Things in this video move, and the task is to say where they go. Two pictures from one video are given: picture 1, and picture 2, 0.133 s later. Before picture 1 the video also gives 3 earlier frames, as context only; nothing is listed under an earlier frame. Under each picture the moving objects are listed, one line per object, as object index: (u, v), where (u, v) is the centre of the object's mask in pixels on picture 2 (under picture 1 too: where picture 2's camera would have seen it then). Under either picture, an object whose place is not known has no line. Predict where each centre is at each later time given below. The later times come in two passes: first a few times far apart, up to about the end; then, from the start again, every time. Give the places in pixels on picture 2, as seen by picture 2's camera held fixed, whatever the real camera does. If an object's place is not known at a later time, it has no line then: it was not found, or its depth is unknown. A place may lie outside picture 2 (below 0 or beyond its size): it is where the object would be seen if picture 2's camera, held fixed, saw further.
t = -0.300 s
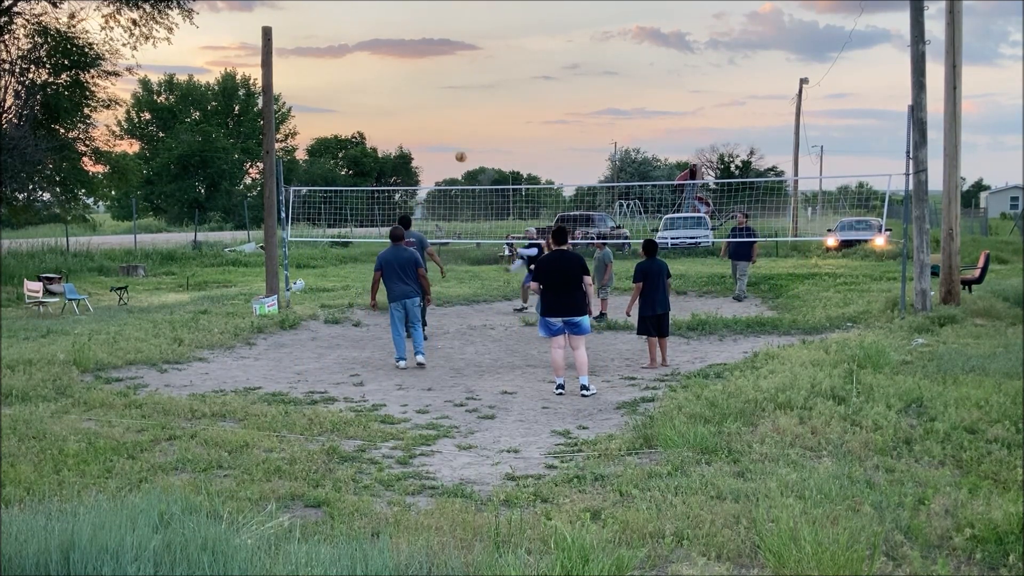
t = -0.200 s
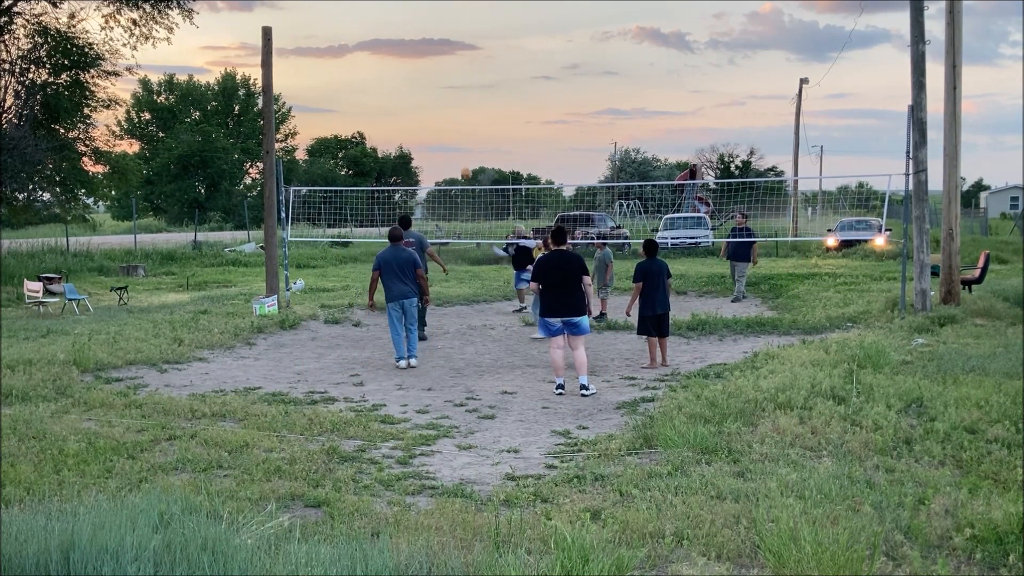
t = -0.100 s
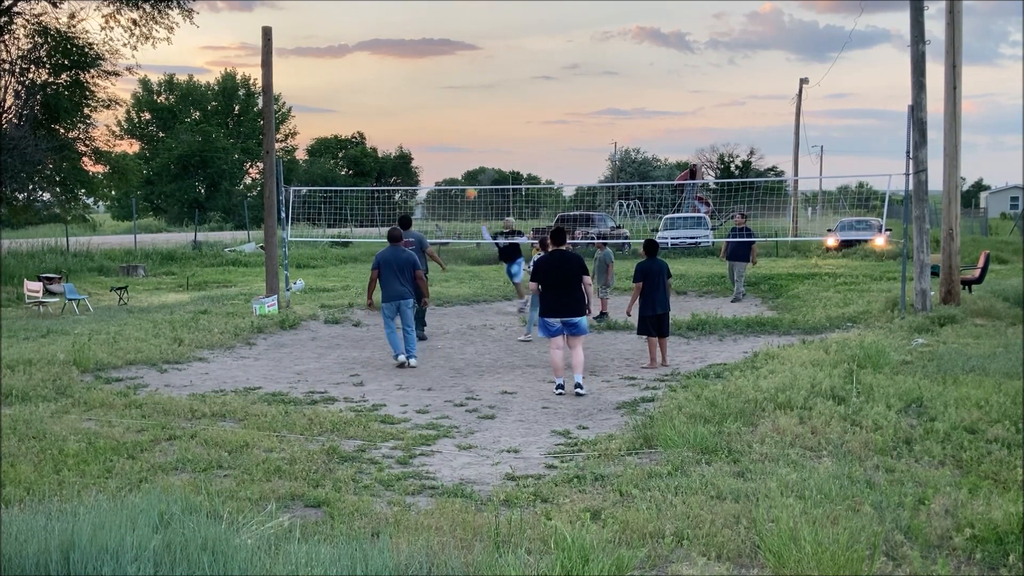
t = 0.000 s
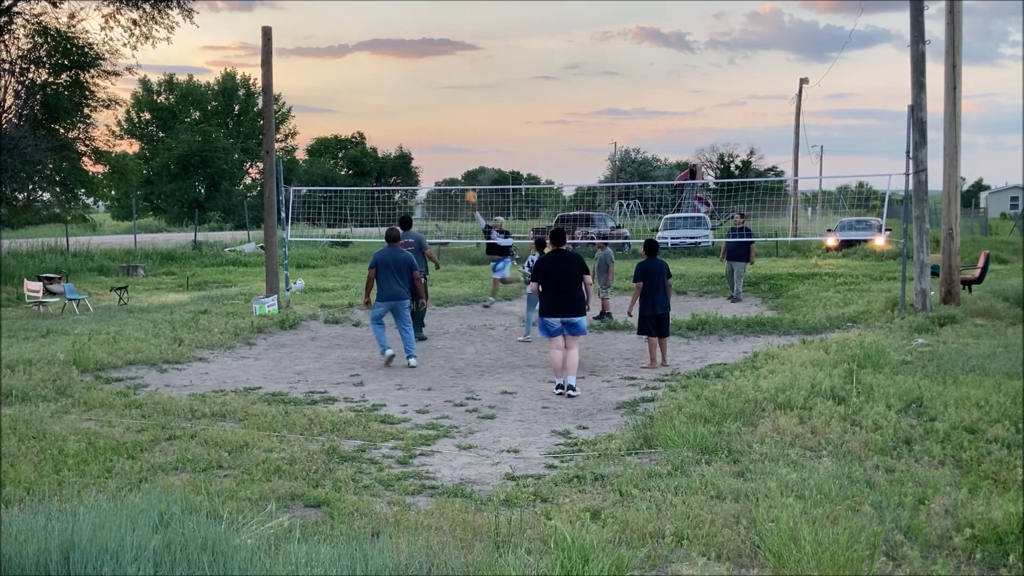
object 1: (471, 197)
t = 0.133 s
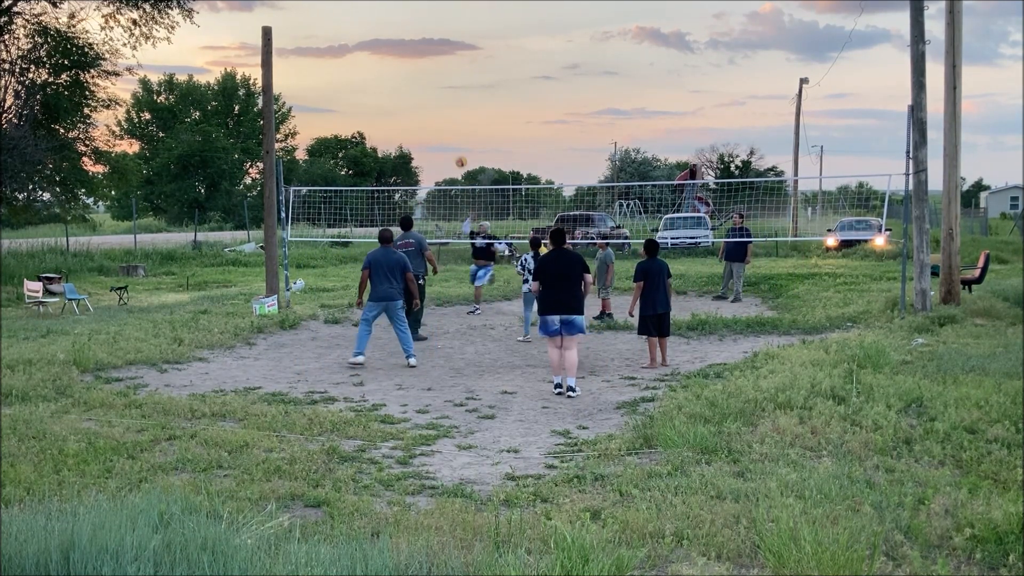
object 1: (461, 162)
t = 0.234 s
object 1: (452, 140)
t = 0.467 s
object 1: (432, 105)
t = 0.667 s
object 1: (412, 102)
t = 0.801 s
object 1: (399, 117)
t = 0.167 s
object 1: (458, 154)
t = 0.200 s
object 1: (456, 147)
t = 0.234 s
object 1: (452, 140)
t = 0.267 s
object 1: (449, 133)
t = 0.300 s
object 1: (446, 127)
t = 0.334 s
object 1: (444, 122)
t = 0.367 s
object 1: (441, 117)
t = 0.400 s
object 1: (438, 112)
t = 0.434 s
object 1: (435, 108)
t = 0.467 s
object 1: (432, 105)
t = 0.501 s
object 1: (429, 103)
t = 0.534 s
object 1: (426, 101)
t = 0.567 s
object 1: (422, 100)
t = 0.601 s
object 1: (419, 100)
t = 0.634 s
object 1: (416, 101)
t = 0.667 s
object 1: (412, 102)
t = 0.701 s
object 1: (409, 104)
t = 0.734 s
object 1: (406, 108)
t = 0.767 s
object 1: (402, 112)
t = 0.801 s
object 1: (399, 117)
